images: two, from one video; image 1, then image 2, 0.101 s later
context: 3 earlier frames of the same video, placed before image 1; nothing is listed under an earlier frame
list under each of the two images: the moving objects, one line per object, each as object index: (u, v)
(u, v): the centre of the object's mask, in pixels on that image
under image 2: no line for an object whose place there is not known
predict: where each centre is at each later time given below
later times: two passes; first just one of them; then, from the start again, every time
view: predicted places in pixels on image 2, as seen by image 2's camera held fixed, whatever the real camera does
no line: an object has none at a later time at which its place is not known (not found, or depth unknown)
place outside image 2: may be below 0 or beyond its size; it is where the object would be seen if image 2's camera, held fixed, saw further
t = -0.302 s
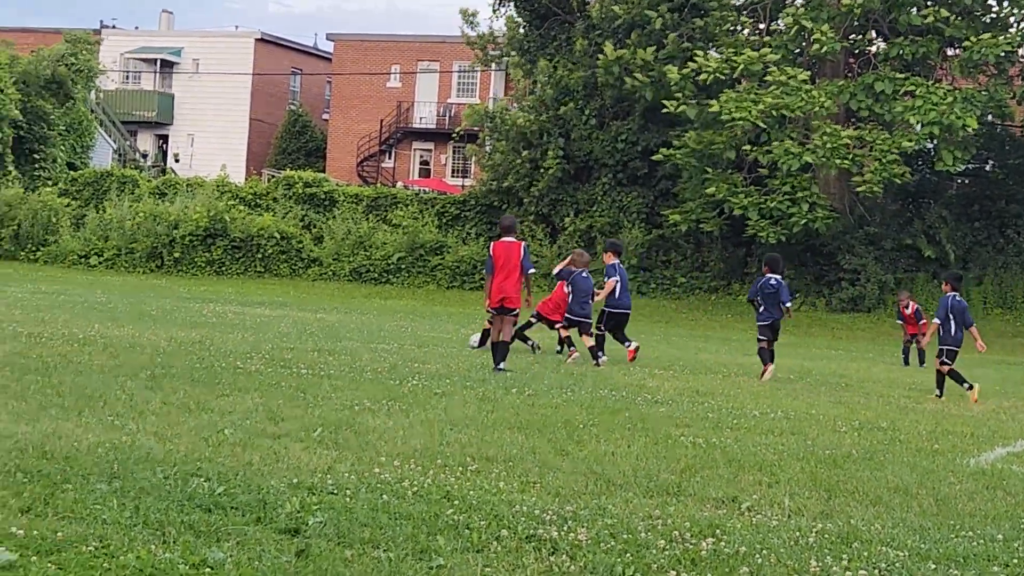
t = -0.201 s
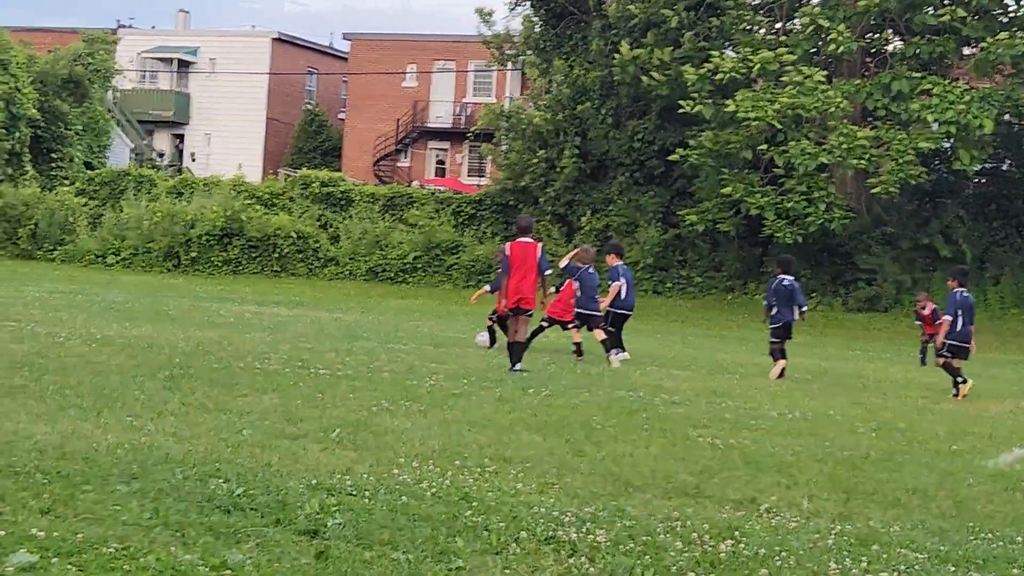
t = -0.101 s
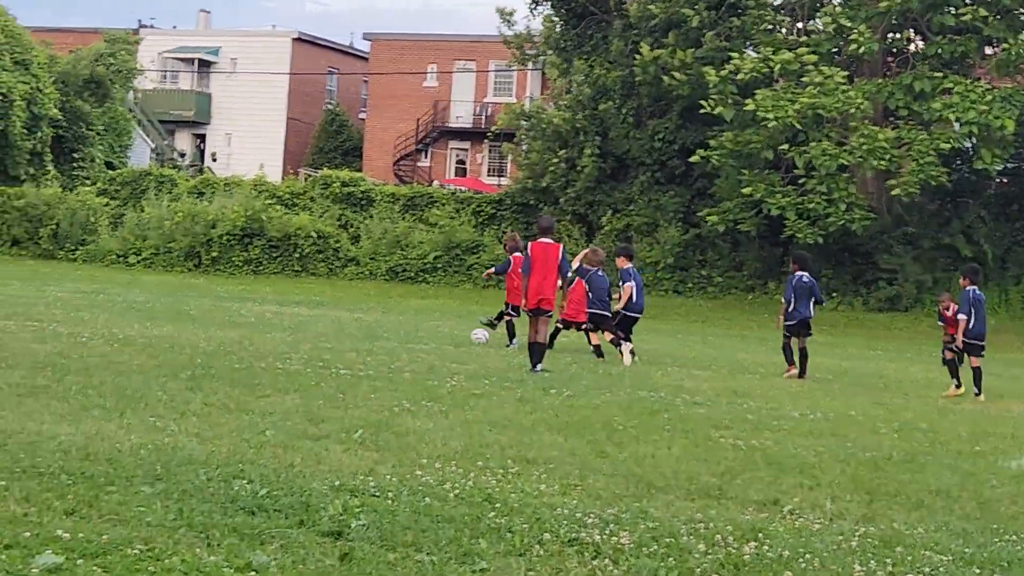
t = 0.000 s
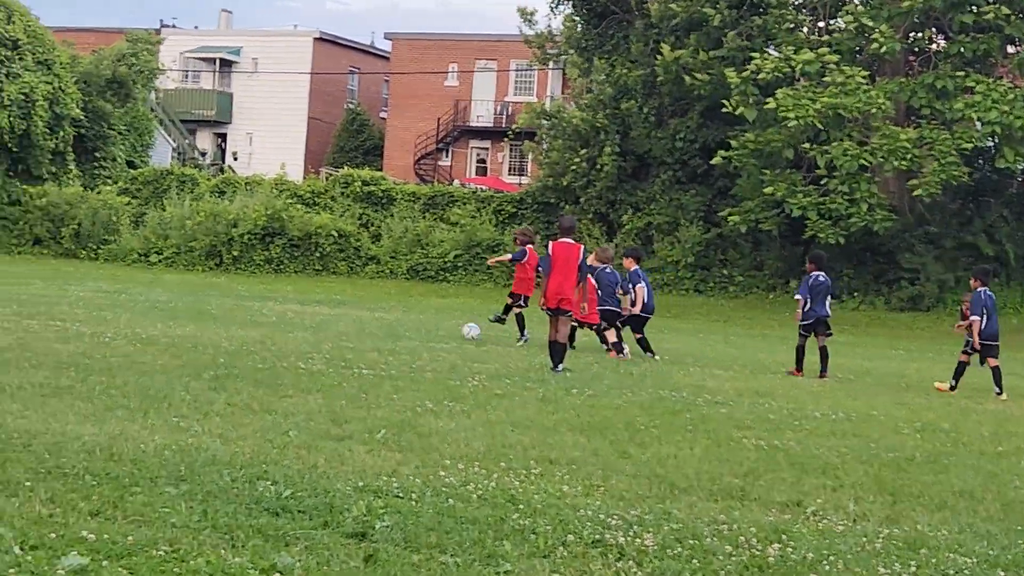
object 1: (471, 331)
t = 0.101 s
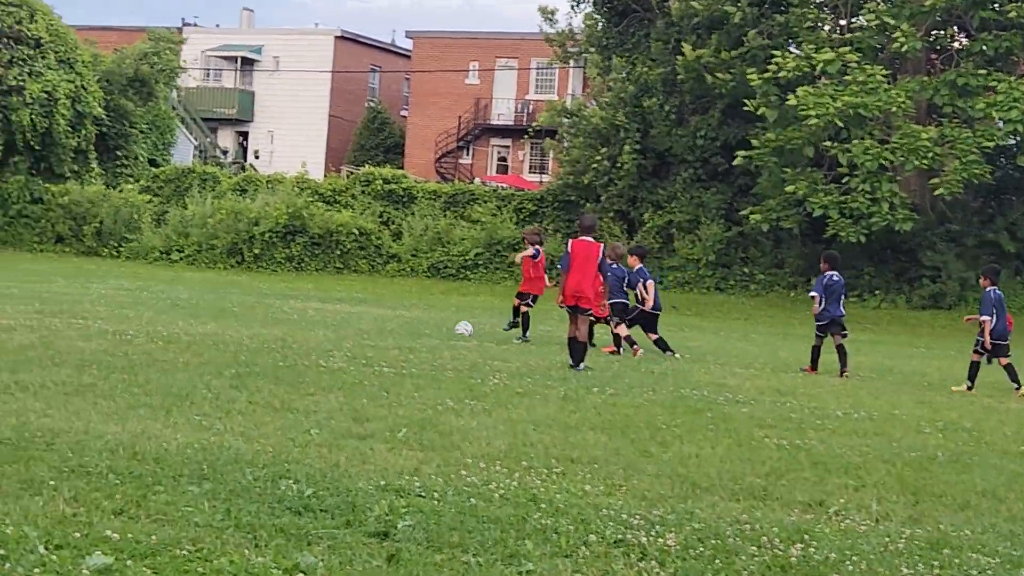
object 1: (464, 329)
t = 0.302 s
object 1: (423, 322)
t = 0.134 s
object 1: (457, 327)
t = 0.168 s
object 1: (450, 326)
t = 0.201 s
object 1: (443, 325)
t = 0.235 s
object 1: (436, 324)
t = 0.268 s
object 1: (430, 324)
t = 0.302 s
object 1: (423, 322)
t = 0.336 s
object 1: (417, 320)
